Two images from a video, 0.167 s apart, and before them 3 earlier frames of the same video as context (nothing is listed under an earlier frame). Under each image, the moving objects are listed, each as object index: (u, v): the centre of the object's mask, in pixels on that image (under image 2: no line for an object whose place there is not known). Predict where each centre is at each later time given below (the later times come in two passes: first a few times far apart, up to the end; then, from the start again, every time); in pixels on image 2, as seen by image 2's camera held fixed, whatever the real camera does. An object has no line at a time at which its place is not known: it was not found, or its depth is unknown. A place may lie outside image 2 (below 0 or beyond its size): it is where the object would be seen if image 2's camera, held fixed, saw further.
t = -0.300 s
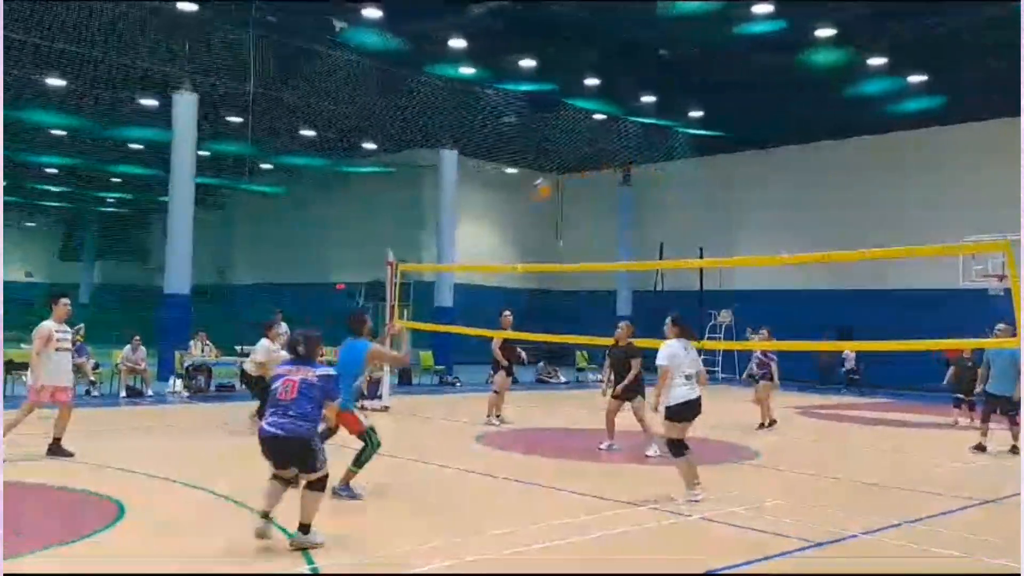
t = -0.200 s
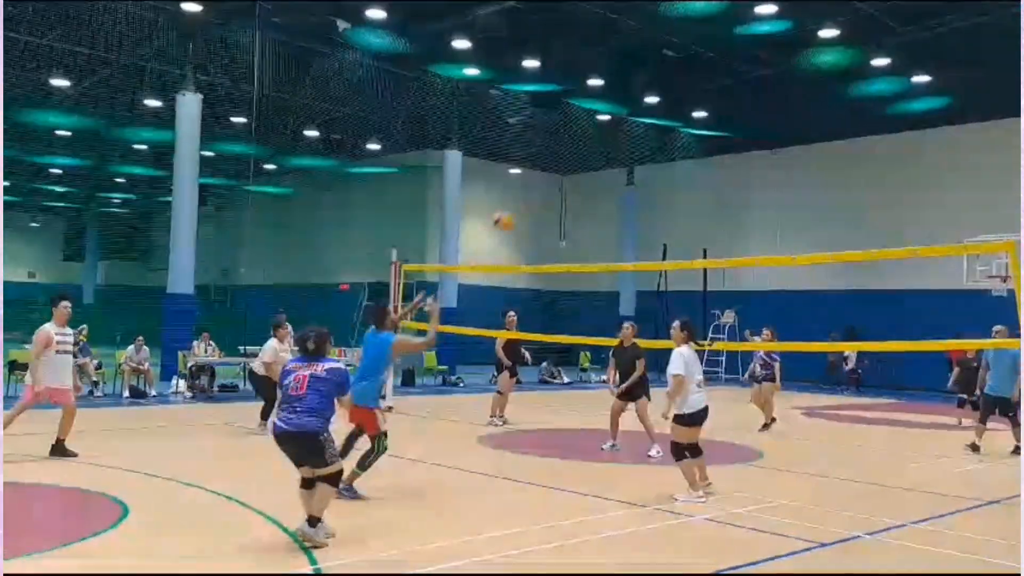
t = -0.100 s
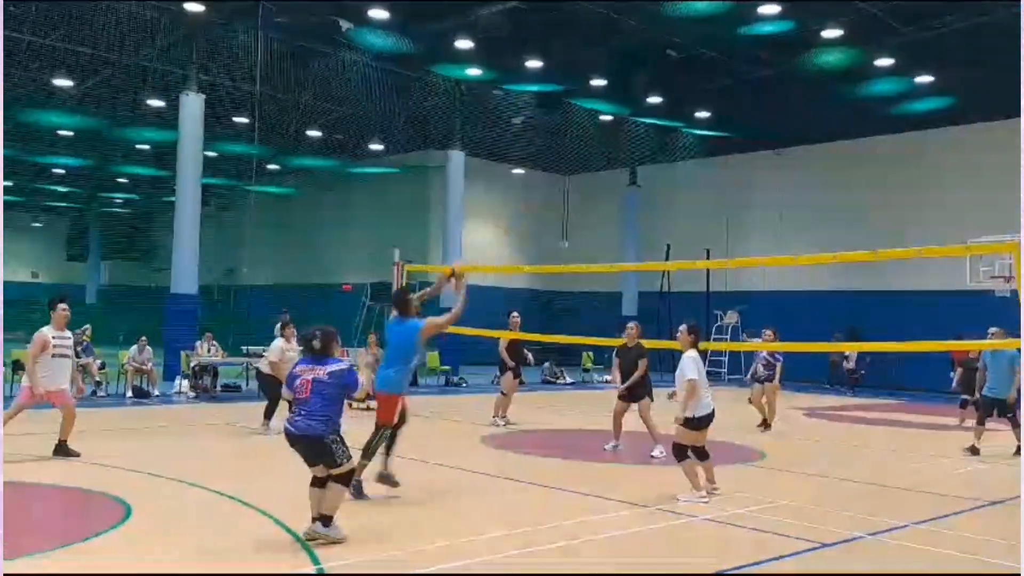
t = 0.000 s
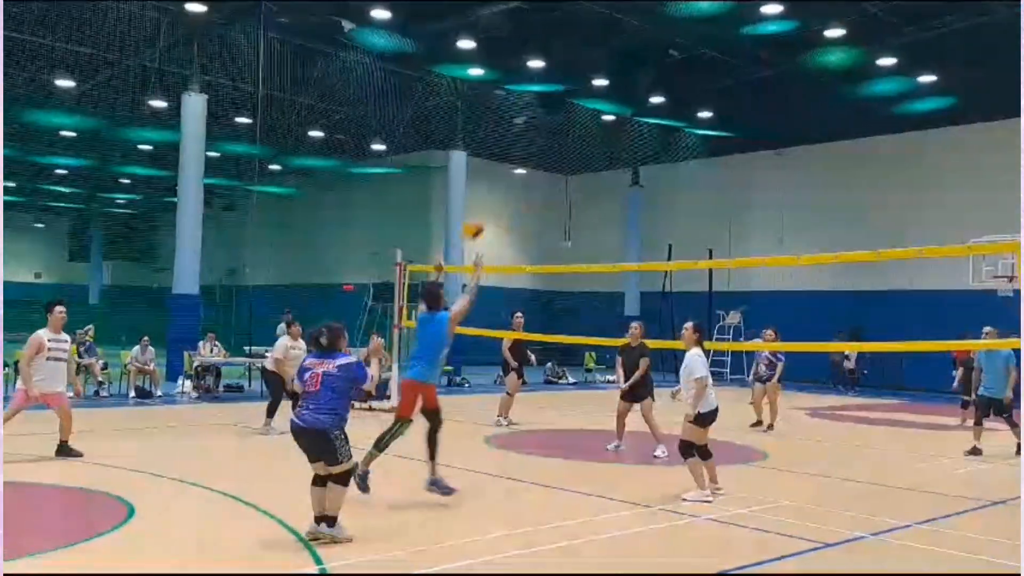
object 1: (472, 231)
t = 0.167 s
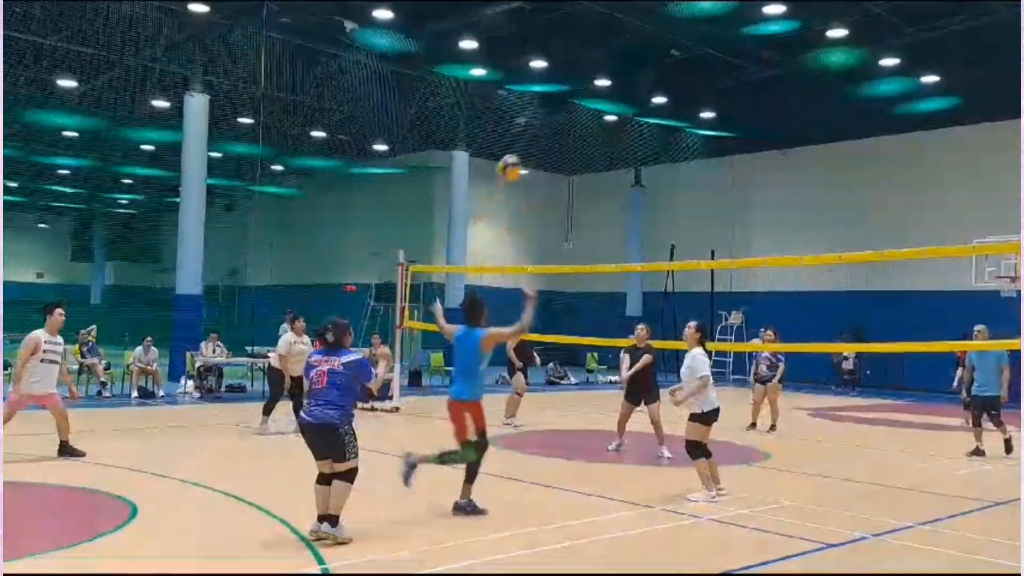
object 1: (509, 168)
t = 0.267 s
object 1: (524, 151)
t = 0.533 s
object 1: (567, 146)
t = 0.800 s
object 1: (603, 208)
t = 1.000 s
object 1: (623, 292)
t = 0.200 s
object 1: (511, 163)
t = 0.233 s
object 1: (518, 156)
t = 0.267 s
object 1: (524, 151)
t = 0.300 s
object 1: (530, 146)
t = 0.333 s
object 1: (536, 143)
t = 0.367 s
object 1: (542, 141)
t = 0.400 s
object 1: (547, 140)
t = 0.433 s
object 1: (553, 140)
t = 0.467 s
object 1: (558, 141)
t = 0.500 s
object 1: (563, 143)
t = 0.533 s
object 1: (567, 146)
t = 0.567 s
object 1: (572, 150)
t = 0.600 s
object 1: (577, 155)
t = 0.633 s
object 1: (582, 162)
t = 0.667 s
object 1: (586, 169)
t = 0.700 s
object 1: (591, 178)
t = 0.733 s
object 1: (595, 187)
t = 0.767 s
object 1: (599, 197)
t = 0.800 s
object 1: (603, 208)
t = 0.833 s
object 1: (606, 219)
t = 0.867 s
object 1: (611, 233)
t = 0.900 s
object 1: (615, 246)
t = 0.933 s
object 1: (618, 258)
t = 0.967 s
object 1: (621, 277)
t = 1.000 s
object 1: (623, 292)
